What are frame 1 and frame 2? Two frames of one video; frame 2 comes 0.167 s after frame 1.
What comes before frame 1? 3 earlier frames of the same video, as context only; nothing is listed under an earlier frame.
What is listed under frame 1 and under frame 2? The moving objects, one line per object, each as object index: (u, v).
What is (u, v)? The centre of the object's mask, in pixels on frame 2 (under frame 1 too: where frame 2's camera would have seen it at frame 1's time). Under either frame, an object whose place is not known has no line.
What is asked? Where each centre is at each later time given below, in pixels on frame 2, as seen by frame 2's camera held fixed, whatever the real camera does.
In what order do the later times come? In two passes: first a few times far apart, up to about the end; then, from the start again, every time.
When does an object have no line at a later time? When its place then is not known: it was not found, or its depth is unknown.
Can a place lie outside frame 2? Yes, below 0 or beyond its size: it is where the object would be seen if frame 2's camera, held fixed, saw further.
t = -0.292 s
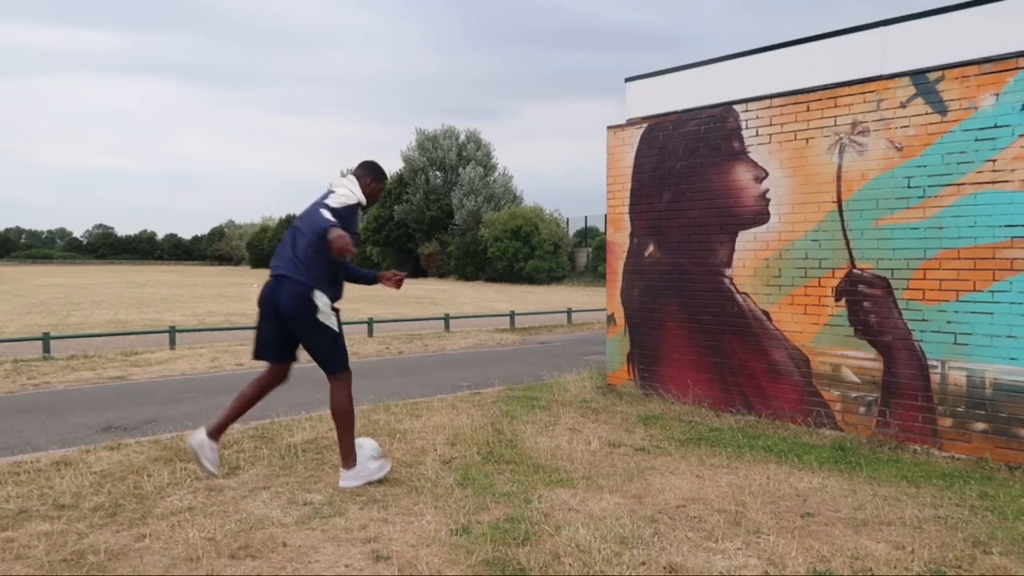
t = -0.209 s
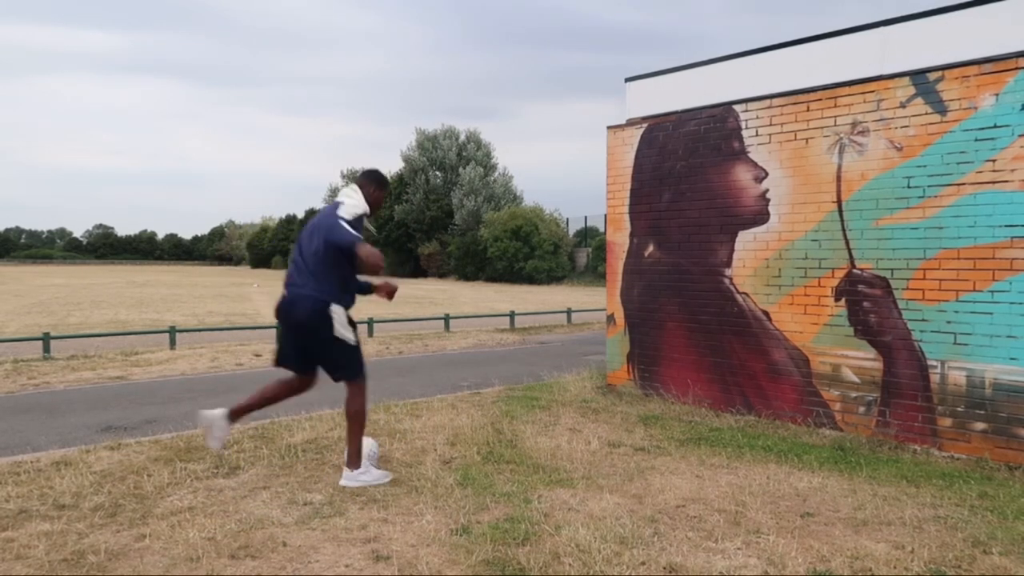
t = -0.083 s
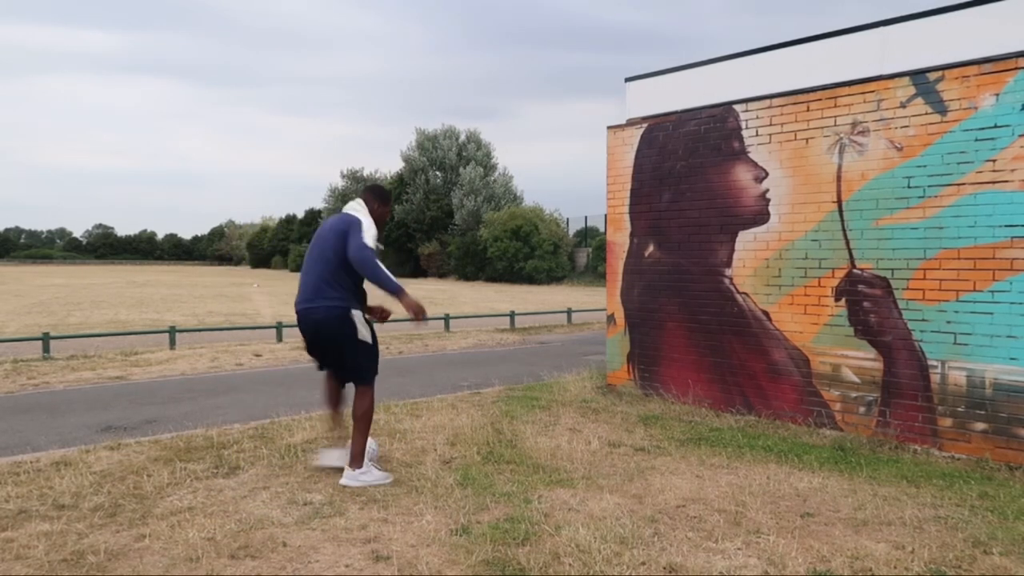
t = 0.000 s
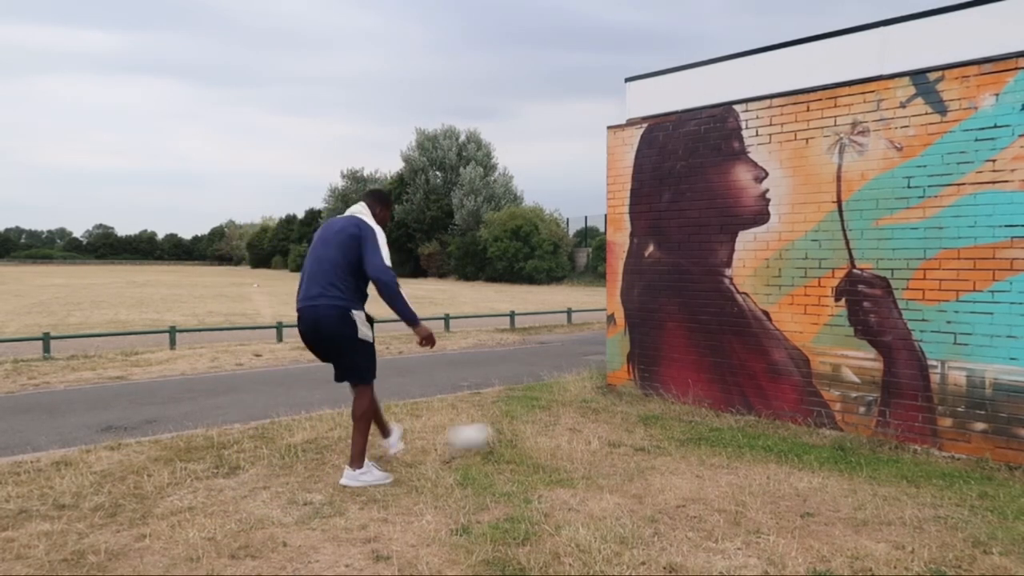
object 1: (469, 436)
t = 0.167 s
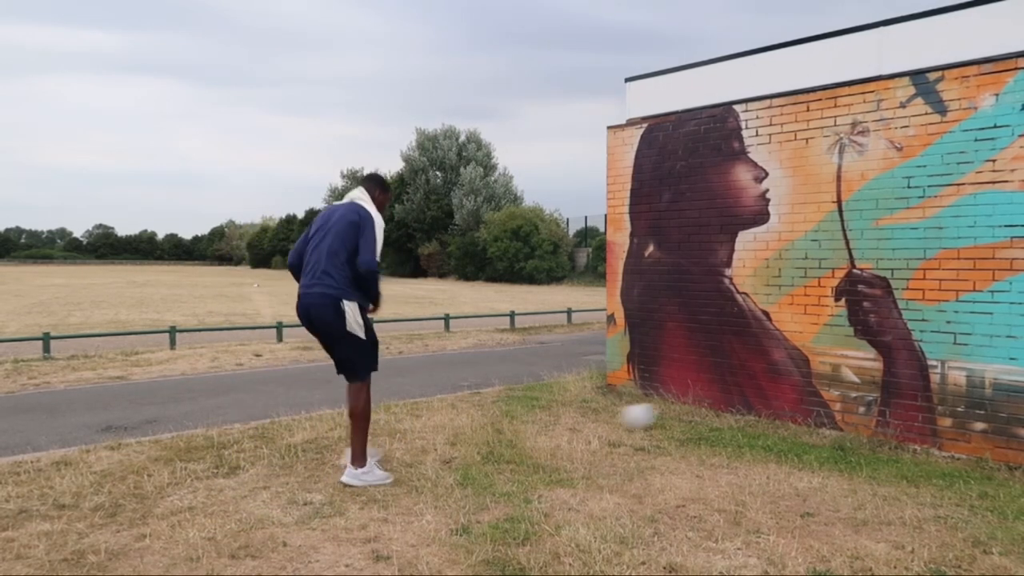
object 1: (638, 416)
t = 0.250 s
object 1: (699, 406)
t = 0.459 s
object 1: (641, 421)
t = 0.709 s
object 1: (522, 446)
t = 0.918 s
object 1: (433, 464)
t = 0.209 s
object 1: (670, 410)
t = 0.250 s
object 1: (699, 406)
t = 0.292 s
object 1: (712, 404)
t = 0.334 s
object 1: (696, 408)
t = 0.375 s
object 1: (679, 412)
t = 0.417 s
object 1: (660, 419)
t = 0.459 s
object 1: (641, 421)
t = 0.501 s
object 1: (624, 421)
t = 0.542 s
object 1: (606, 422)
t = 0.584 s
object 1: (585, 426)
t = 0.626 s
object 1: (564, 433)
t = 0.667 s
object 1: (544, 442)
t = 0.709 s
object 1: (522, 446)
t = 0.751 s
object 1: (506, 446)
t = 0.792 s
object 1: (489, 447)
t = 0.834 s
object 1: (472, 450)
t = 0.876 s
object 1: (453, 456)
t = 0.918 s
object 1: (433, 464)
